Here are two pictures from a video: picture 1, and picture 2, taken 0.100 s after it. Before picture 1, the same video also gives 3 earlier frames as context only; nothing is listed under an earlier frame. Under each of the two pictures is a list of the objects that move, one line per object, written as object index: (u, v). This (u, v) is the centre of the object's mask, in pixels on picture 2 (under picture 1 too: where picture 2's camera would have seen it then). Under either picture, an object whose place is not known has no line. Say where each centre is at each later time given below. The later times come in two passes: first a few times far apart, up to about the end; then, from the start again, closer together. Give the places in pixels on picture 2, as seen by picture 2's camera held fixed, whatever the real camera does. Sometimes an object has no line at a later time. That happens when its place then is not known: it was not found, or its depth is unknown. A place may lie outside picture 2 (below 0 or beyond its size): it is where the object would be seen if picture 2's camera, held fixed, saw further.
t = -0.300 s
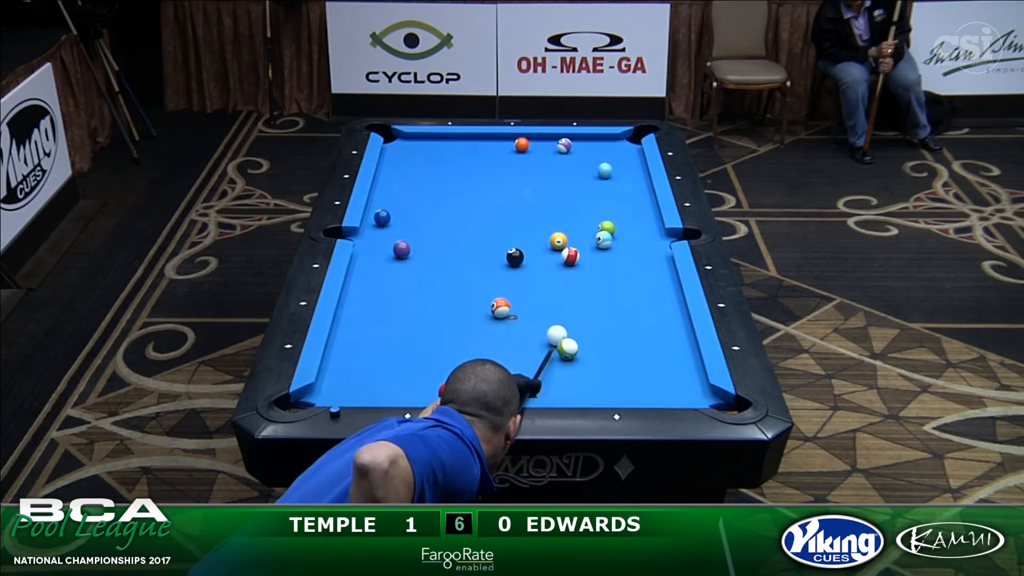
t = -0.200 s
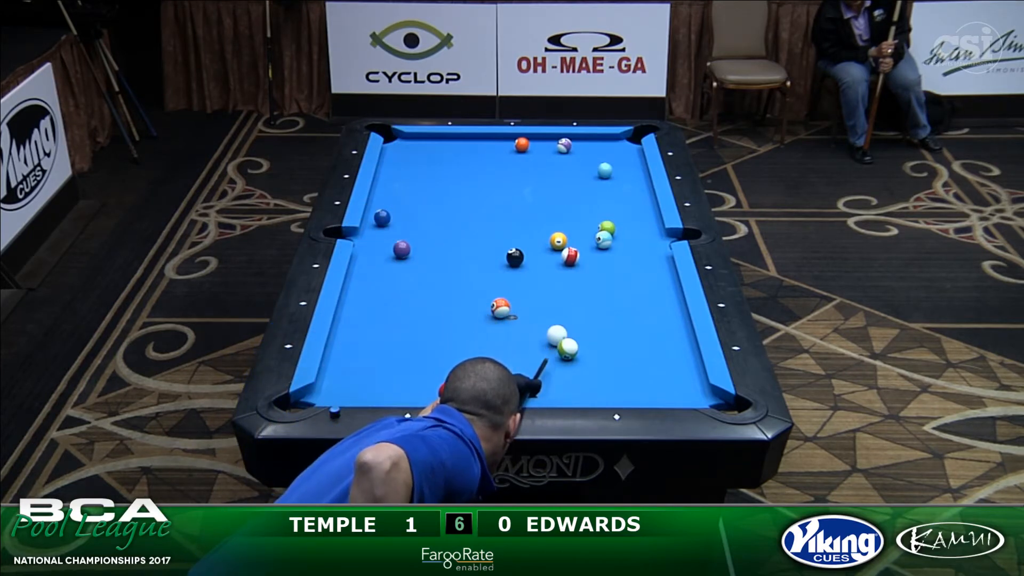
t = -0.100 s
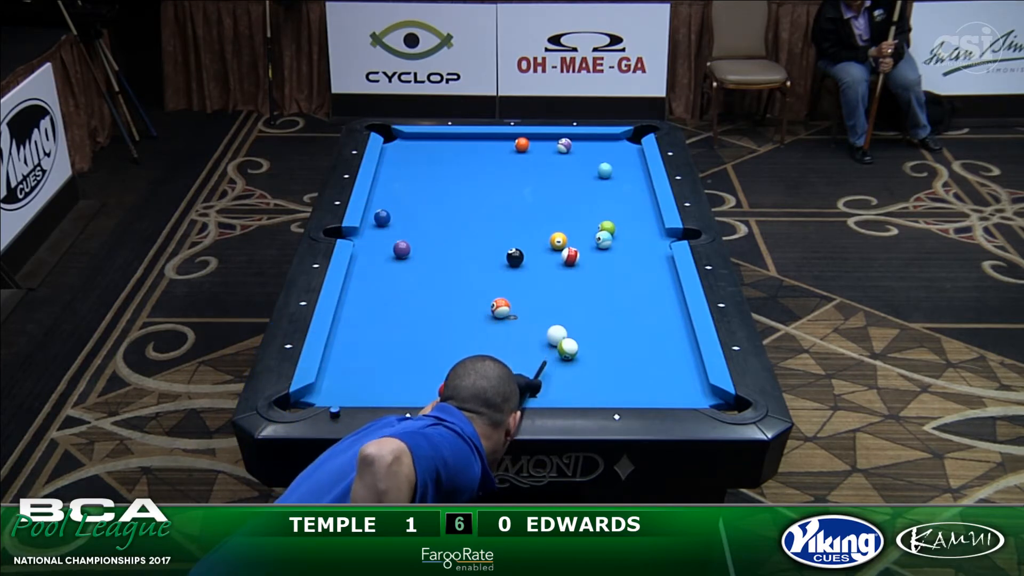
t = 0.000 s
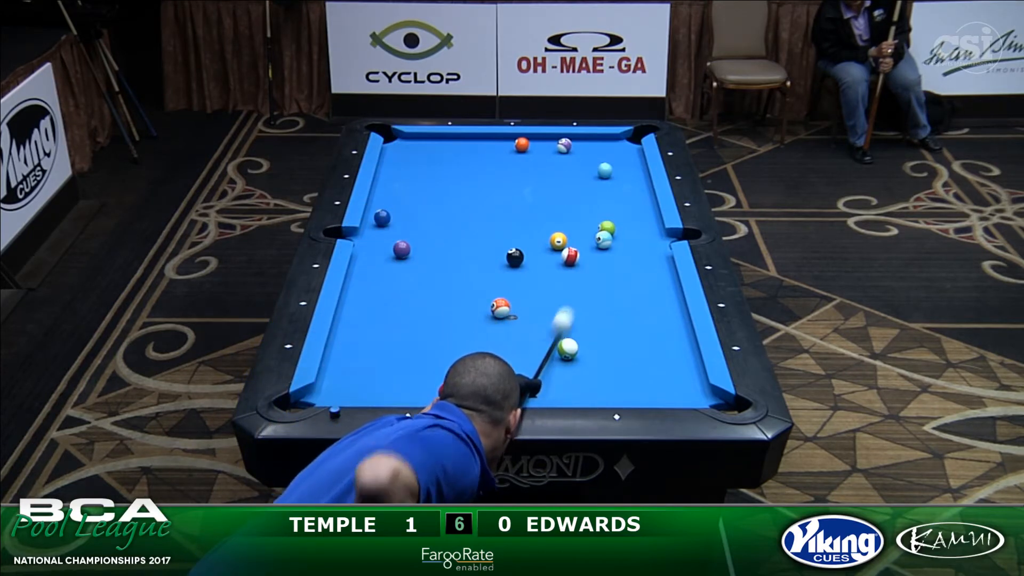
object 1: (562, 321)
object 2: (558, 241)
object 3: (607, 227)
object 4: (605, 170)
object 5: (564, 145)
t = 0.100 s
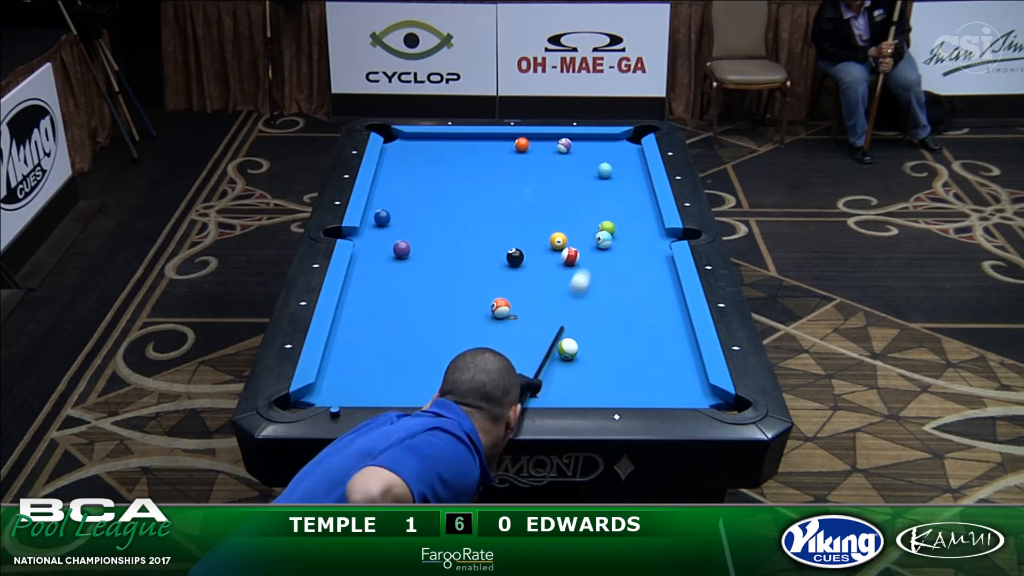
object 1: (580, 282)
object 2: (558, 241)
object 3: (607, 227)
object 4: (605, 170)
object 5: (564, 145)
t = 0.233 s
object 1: (594, 246)
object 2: (558, 241)
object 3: (606, 225)
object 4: (605, 170)
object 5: (564, 145)
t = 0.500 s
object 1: (573, 243)
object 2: (553, 240)
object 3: (609, 190)
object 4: (605, 170)
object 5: (564, 145)
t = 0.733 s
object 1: (564, 245)
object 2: (542, 237)
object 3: (622, 172)
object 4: (595, 161)
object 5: (564, 145)
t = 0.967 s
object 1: (558, 248)
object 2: (532, 235)
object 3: (639, 165)
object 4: (581, 148)
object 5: (564, 145)
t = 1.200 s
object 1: (554, 251)
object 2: (524, 233)
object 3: (627, 161)
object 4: (577, 137)
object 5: (557, 145)
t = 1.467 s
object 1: (550, 252)
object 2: (516, 231)
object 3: (615, 156)
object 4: (579, 144)
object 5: (548, 144)
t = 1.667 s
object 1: (548, 253)
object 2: (511, 230)
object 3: (607, 153)
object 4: (580, 150)
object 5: (543, 144)
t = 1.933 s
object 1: (546, 253)
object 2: (506, 229)
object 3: (597, 149)
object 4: (582, 157)
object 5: (536, 144)
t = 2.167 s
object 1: (545, 253)
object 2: (504, 228)
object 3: (589, 146)
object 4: (583, 163)
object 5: (534, 143)
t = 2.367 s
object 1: (548, 254)
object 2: (502, 228)
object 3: (584, 144)
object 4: (584, 167)
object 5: (534, 143)
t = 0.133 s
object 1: (585, 271)
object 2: (558, 241)
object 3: (607, 227)
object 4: (605, 170)
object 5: (564, 145)
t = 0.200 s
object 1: (593, 252)
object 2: (558, 241)
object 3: (607, 227)
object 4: (605, 170)
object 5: (564, 145)
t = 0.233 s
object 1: (594, 246)
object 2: (558, 241)
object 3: (606, 225)
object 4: (605, 170)
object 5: (564, 145)
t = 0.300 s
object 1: (586, 244)
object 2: (558, 241)
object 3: (607, 217)
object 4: (605, 170)
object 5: (564, 145)
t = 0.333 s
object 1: (583, 244)
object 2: (558, 241)
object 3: (608, 211)
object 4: (605, 170)
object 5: (564, 145)
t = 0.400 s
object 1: (577, 243)
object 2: (558, 241)
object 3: (609, 202)
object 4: (605, 170)
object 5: (564, 145)
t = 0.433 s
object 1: (575, 243)
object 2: (557, 241)
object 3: (609, 197)
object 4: (605, 170)
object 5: (564, 145)
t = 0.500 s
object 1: (573, 243)
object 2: (553, 240)
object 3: (609, 190)
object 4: (605, 170)
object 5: (564, 145)
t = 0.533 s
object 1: (571, 243)
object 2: (552, 239)
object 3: (610, 186)
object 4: (605, 170)
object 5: (564, 145)
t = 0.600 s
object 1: (569, 243)
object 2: (548, 239)
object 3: (610, 178)
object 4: (604, 168)
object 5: (564, 145)
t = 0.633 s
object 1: (568, 243)
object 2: (546, 238)
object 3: (612, 176)
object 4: (602, 168)
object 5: (564, 145)
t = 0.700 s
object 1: (566, 244)
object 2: (543, 238)
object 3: (619, 174)
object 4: (598, 164)
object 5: (564, 145)
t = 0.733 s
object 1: (564, 245)
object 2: (542, 237)
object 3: (622, 172)
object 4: (595, 161)
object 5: (564, 145)
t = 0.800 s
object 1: (562, 246)
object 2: (539, 237)
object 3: (628, 170)
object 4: (591, 158)
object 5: (564, 145)
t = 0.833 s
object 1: (561, 247)
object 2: (538, 236)
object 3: (631, 169)
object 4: (589, 156)
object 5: (564, 145)
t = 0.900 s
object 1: (559, 248)
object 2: (535, 236)
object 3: (637, 167)
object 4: (585, 152)
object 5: (564, 145)
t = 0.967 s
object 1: (558, 248)
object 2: (532, 235)
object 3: (639, 165)
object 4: (581, 148)
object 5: (564, 145)
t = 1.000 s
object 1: (557, 249)
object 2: (531, 235)
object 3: (637, 164)
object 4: (579, 146)
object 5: (564, 145)
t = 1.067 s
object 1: (556, 250)
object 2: (529, 234)
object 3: (634, 163)
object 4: (578, 143)
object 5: (562, 145)
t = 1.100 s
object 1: (556, 250)
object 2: (527, 234)
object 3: (632, 162)
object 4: (578, 142)
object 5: (561, 145)
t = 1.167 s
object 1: (555, 251)
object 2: (525, 233)
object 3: (629, 161)
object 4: (577, 139)
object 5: (558, 145)
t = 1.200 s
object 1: (554, 251)
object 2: (524, 233)
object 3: (627, 161)
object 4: (577, 137)
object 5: (557, 145)
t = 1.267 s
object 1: (553, 251)
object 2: (522, 233)
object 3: (624, 159)
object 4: (577, 139)
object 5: (555, 145)
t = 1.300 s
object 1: (553, 252)
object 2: (521, 232)
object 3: (622, 159)
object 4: (578, 140)
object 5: (554, 145)
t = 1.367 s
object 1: (552, 252)
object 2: (519, 232)
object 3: (619, 157)
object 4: (578, 142)
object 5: (551, 145)
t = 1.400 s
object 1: (551, 252)
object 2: (518, 232)
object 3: (618, 157)
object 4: (578, 142)
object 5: (550, 144)
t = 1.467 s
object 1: (550, 252)
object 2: (516, 231)
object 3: (615, 156)
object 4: (579, 144)
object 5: (548, 144)
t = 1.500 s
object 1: (550, 252)
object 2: (515, 231)
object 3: (614, 155)
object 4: (579, 145)
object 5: (547, 144)
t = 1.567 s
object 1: (549, 253)
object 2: (514, 231)
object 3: (611, 154)
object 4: (579, 147)
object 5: (545, 144)
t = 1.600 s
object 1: (548, 253)
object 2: (513, 230)
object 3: (609, 154)
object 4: (579, 148)
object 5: (544, 144)
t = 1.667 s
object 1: (548, 253)
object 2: (511, 230)
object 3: (607, 153)
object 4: (580, 150)
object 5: (543, 144)
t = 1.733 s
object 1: (547, 253)
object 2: (510, 230)
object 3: (604, 152)
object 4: (580, 152)
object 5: (541, 144)
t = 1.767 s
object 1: (547, 253)
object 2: (509, 230)
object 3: (603, 151)
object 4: (580, 153)
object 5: (540, 144)
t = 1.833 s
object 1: (546, 253)
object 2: (508, 229)
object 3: (601, 150)
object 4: (581, 154)
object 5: (538, 144)
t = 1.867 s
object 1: (546, 253)
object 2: (508, 229)
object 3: (600, 150)
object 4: (581, 155)
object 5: (538, 144)
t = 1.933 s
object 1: (546, 253)
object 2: (506, 229)
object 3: (597, 149)
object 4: (582, 157)
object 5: (536, 144)
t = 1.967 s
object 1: (546, 253)
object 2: (506, 229)
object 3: (596, 149)
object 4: (582, 157)
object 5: (536, 144)
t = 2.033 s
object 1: (545, 253)
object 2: (505, 228)
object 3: (594, 148)
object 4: (582, 159)
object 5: (535, 143)
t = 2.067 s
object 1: (545, 253)
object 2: (505, 228)
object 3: (592, 147)
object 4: (582, 160)
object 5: (535, 143)
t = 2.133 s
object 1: (545, 253)
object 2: (504, 228)
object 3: (590, 146)
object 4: (583, 162)
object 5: (535, 143)
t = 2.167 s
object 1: (545, 253)
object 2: (504, 228)
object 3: (589, 146)
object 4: (583, 163)
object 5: (534, 143)
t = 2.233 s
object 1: (545, 253)
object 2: (503, 228)
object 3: (587, 145)
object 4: (583, 164)
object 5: (534, 143)
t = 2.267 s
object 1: (545, 253)
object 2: (503, 228)
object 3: (586, 145)
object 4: (583, 165)
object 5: (534, 143)
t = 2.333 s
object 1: (546, 252)
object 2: (502, 228)
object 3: (585, 144)
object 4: (584, 166)
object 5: (534, 143)
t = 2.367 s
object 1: (548, 254)
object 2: (502, 228)
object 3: (584, 144)
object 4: (584, 167)
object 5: (534, 143)
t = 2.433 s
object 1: (548, 254)
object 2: (502, 228)
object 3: (582, 143)
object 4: (584, 169)
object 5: (534, 143)
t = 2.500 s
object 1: (546, 254)
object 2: (502, 228)
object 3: (580, 143)
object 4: (584, 170)
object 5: (535, 143)
